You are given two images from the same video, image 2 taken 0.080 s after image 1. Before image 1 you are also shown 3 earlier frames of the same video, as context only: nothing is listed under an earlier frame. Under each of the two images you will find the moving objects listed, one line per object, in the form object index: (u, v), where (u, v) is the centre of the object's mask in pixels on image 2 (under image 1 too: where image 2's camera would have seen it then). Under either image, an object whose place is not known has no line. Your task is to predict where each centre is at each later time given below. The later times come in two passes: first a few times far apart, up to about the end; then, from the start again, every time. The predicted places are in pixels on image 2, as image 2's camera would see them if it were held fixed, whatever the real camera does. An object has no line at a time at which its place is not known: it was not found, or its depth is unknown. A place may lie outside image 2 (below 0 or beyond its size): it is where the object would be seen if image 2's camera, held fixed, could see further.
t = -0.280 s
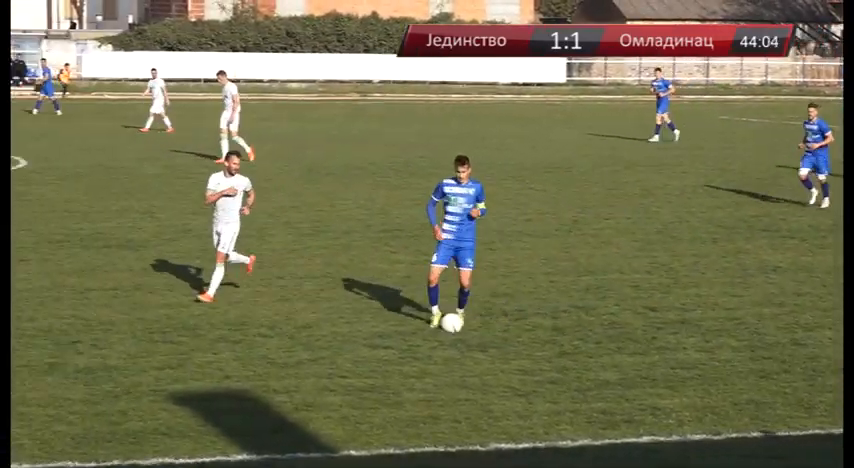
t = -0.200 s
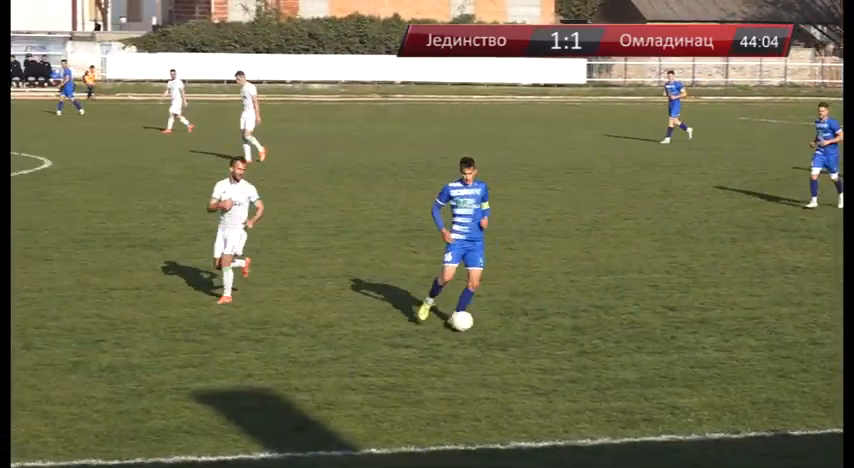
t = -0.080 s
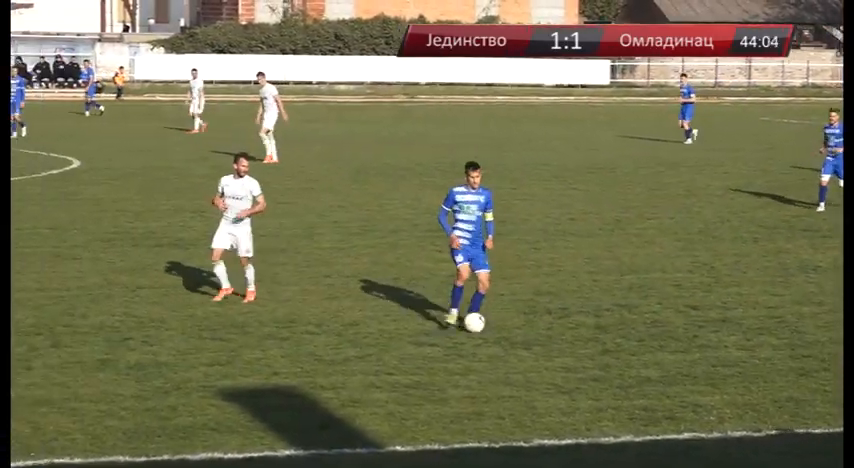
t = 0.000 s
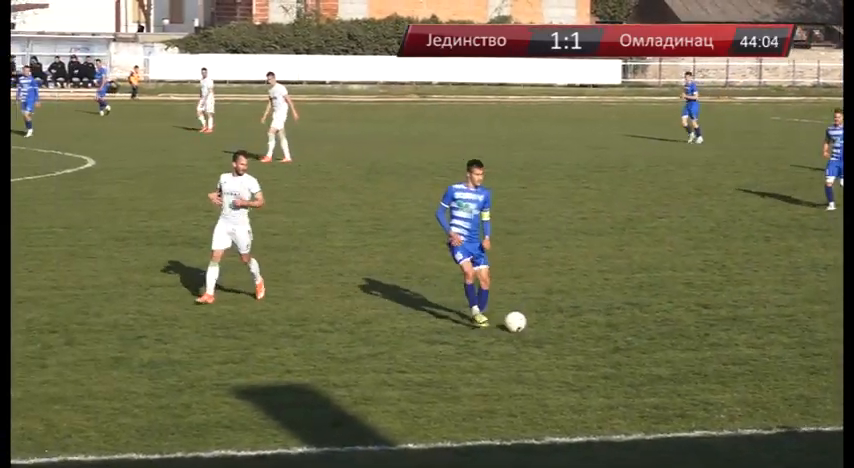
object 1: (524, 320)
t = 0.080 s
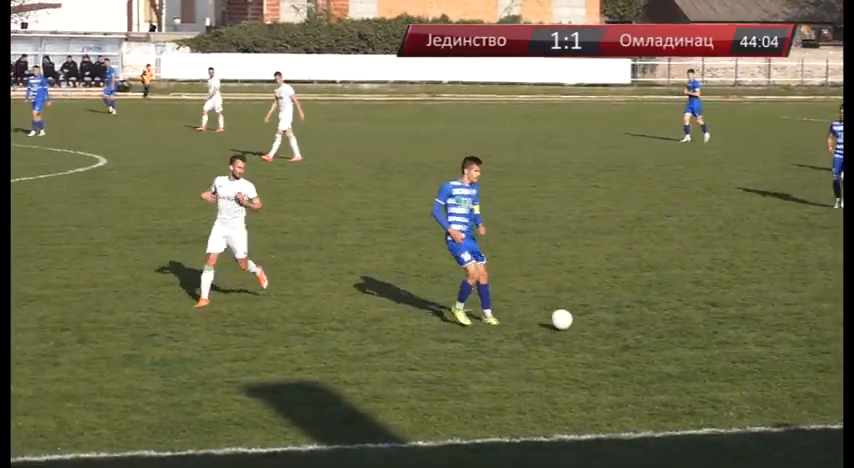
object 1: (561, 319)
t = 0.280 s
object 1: (646, 323)
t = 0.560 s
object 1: (749, 326)
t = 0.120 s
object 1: (580, 321)
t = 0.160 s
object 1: (599, 325)
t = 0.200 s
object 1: (616, 326)
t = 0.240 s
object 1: (631, 325)
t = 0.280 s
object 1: (646, 323)
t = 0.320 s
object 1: (661, 323)
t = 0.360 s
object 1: (676, 324)
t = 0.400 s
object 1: (691, 327)
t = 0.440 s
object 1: (706, 330)
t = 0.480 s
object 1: (720, 328)
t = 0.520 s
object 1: (735, 327)
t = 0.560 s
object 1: (749, 326)
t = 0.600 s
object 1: (763, 327)
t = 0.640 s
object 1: (777, 329)
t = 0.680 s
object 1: (791, 332)
